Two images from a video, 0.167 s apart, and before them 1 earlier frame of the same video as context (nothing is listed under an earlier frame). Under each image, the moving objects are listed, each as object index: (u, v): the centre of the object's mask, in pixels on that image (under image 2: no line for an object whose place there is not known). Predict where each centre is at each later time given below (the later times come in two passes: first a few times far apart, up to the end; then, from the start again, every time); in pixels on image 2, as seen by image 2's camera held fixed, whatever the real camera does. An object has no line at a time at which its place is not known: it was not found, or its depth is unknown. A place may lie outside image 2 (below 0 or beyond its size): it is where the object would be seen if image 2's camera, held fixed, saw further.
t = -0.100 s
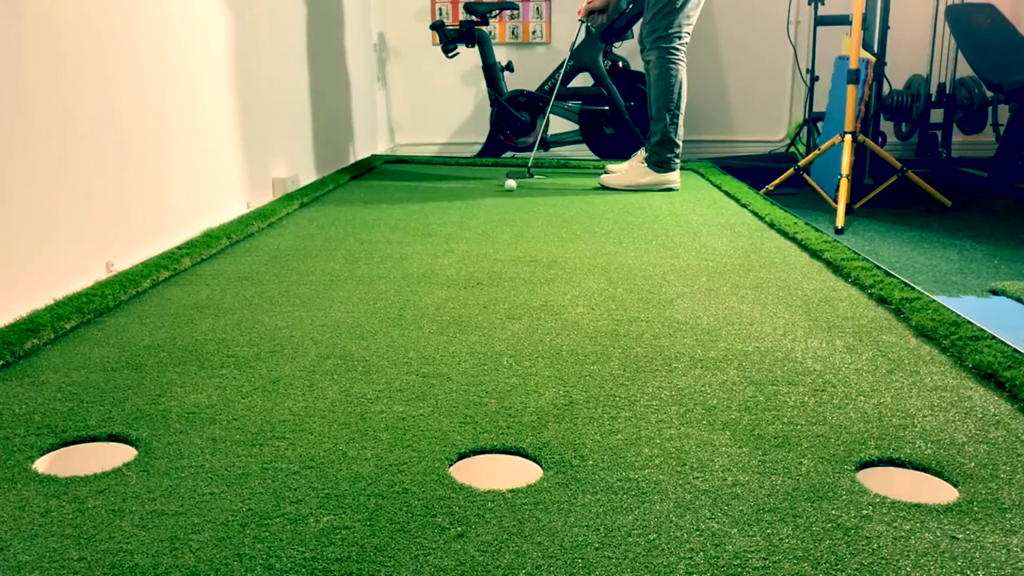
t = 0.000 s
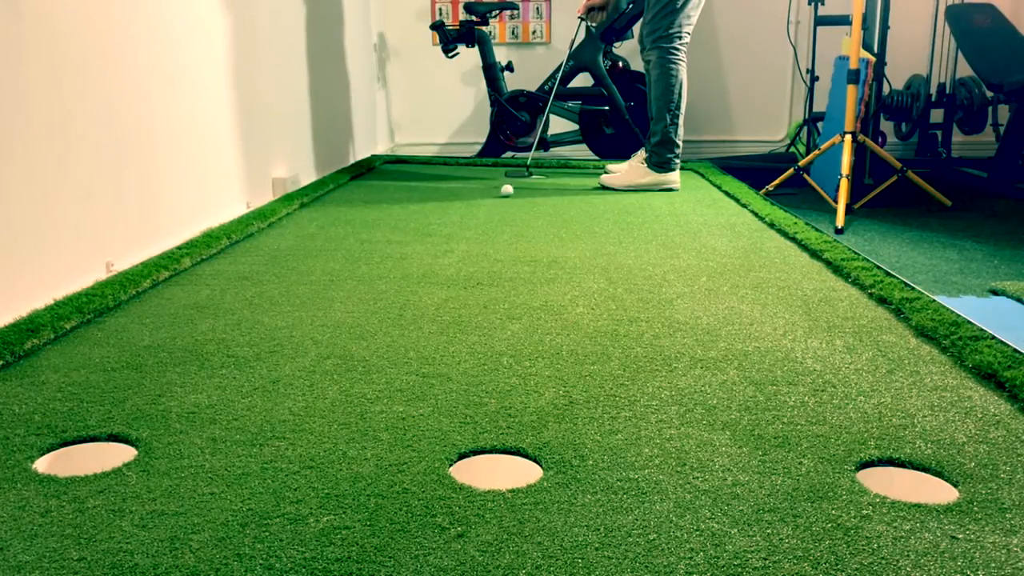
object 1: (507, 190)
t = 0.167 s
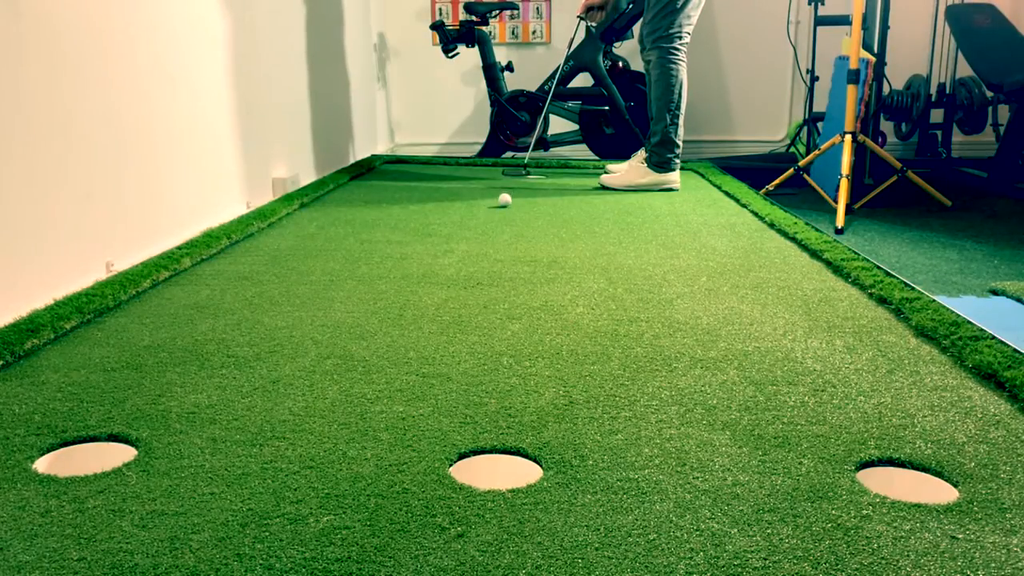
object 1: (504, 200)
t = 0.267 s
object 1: (504, 206)
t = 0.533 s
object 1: (508, 223)
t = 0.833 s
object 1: (522, 246)
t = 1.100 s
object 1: (540, 270)
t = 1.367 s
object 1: (572, 299)
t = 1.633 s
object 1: (619, 331)
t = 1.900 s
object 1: (686, 372)
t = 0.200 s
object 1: (504, 202)
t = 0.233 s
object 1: (504, 203)
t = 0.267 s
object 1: (504, 206)
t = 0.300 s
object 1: (504, 207)
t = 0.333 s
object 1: (504, 210)
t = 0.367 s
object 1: (504, 212)
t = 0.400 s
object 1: (505, 214)
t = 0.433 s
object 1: (505, 216)
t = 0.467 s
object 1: (506, 219)
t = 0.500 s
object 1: (507, 220)
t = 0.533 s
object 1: (508, 223)
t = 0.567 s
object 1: (509, 226)
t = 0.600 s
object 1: (510, 228)
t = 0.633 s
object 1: (511, 231)
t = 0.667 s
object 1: (512, 233)
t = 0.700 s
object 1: (514, 236)
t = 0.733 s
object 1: (516, 239)
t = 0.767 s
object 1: (518, 242)
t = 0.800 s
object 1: (520, 244)
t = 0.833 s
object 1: (522, 246)
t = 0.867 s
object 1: (524, 249)
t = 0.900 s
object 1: (525, 251)
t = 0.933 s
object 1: (527, 255)
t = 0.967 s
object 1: (530, 258)
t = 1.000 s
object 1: (532, 261)
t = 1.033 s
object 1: (535, 264)
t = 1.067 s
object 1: (538, 267)
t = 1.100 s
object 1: (540, 270)
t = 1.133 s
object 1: (543, 274)
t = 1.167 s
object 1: (547, 277)
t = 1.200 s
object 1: (550, 281)
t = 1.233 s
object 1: (554, 284)
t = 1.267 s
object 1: (558, 287)
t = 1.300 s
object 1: (563, 291)
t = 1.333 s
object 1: (567, 294)
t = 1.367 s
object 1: (572, 299)
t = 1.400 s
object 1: (577, 303)
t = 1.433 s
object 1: (583, 307)
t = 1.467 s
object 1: (588, 311)
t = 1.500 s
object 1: (594, 314)
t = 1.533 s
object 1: (600, 319)
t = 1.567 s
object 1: (606, 323)
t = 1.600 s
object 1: (613, 327)
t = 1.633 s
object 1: (619, 331)
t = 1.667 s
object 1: (626, 336)
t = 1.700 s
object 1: (633, 341)
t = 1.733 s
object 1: (639, 344)
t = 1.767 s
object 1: (648, 351)
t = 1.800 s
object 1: (657, 356)
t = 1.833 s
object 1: (666, 362)
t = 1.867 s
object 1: (676, 367)
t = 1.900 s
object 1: (686, 372)
